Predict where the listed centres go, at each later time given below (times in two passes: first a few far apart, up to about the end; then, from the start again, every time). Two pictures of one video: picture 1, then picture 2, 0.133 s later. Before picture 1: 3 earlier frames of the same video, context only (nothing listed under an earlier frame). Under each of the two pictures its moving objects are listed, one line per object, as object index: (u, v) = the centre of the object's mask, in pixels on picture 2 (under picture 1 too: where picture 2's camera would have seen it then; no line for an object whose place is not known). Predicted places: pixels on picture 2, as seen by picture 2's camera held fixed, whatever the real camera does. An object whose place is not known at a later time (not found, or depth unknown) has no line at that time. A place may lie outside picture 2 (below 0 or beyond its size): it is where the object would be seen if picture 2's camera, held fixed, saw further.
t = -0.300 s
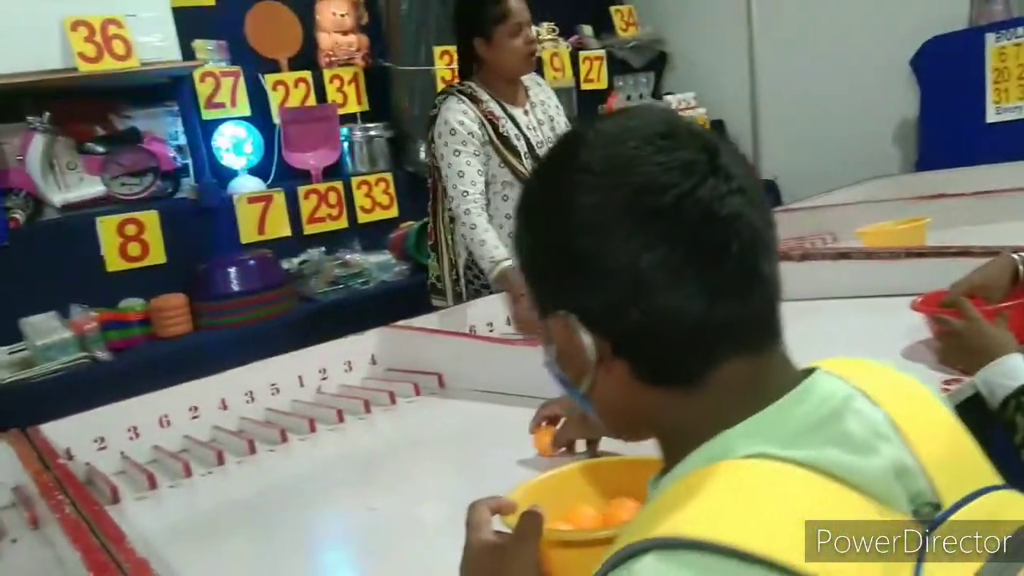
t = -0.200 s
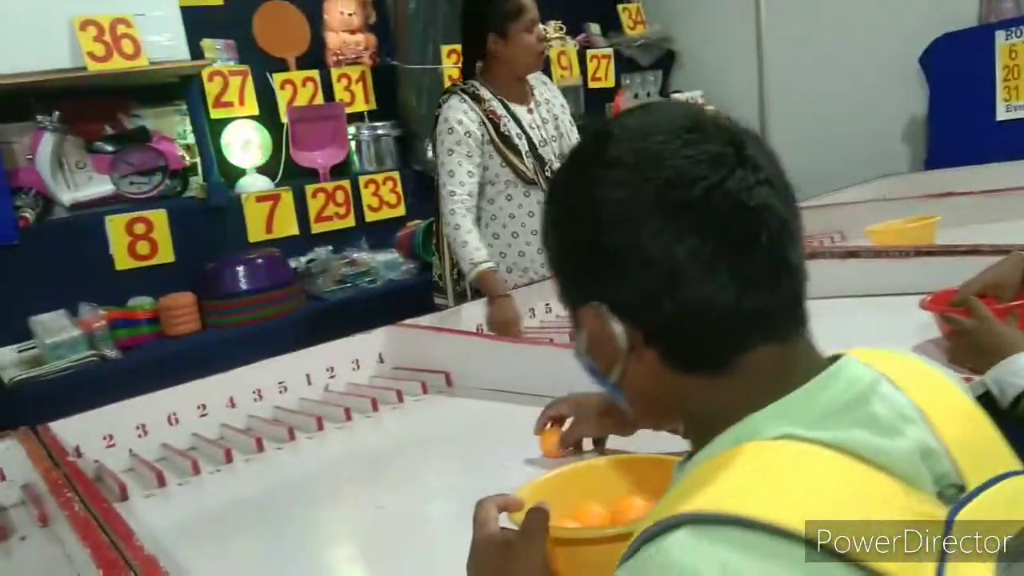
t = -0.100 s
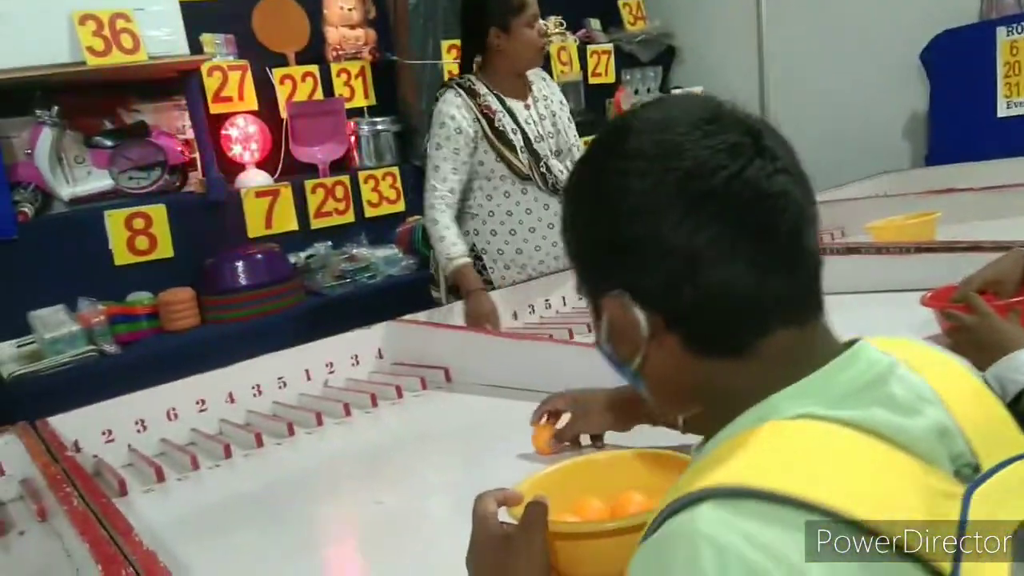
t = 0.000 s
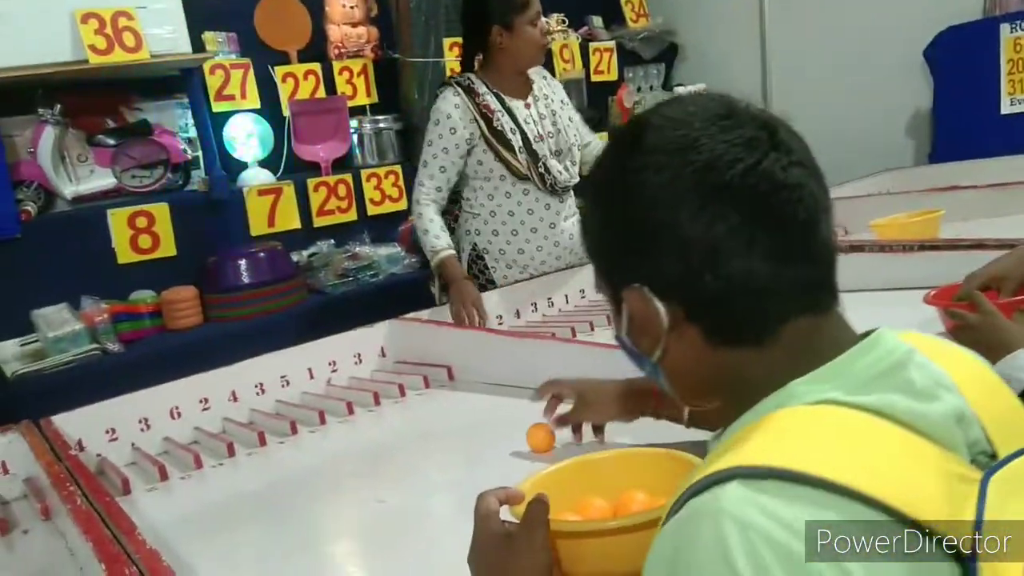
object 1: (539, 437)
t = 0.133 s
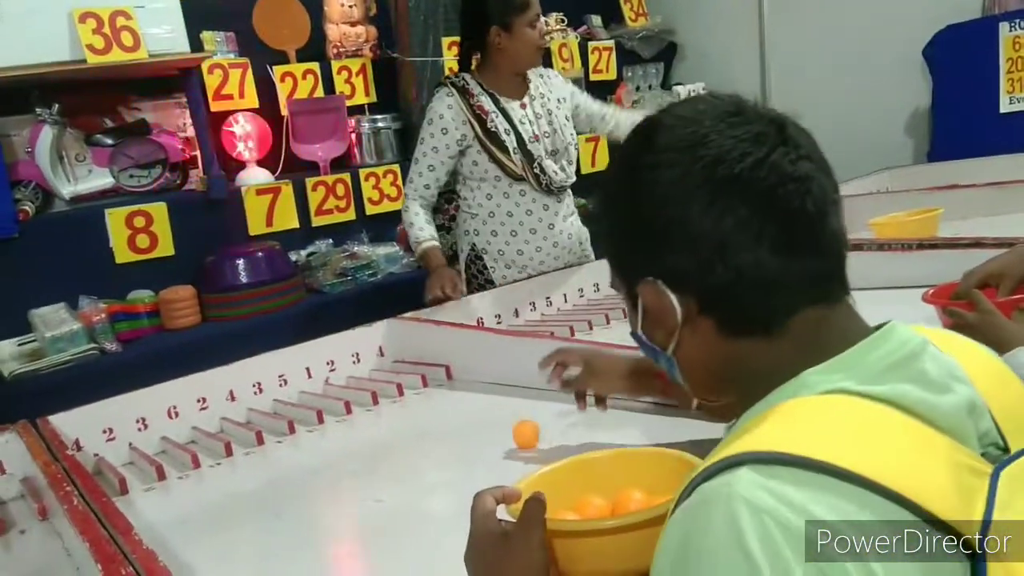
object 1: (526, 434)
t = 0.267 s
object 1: (511, 430)
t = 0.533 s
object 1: (479, 414)
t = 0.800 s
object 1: (445, 396)
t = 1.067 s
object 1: (418, 386)
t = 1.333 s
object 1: (389, 400)
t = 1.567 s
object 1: (360, 402)
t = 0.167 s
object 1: (523, 433)
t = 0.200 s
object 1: (519, 433)
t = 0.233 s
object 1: (515, 432)
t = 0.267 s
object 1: (511, 430)
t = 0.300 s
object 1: (507, 429)
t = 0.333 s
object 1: (503, 427)
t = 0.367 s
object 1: (500, 425)
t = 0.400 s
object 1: (496, 423)
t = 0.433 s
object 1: (491, 420)
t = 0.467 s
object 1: (487, 419)
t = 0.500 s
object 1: (483, 416)
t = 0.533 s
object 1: (479, 414)
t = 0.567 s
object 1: (475, 412)
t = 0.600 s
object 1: (471, 411)
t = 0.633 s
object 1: (466, 407)
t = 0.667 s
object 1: (462, 405)
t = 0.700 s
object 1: (458, 403)
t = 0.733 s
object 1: (454, 401)
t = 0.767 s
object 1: (450, 398)
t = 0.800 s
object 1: (445, 396)
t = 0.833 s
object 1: (441, 394)
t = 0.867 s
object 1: (438, 391)
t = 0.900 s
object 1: (433, 389)
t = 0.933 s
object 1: (430, 387)
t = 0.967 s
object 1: (427, 384)
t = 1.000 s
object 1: (422, 383)
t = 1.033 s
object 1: (420, 384)
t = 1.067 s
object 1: (418, 386)
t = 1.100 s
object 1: (414, 390)
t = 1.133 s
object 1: (411, 394)
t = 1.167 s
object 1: (408, 395)
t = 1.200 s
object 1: (403, 397)
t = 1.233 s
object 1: (400, 397)
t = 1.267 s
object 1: (397, 398)
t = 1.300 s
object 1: (391, 400)
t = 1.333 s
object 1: (389, 400)
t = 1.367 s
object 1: (383, 401)
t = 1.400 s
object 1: (380, 401)
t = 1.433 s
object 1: (376, 402)
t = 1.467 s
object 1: (372, 402)
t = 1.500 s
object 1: (368, 403)
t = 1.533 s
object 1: (364, 402)
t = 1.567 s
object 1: (360, 402)
